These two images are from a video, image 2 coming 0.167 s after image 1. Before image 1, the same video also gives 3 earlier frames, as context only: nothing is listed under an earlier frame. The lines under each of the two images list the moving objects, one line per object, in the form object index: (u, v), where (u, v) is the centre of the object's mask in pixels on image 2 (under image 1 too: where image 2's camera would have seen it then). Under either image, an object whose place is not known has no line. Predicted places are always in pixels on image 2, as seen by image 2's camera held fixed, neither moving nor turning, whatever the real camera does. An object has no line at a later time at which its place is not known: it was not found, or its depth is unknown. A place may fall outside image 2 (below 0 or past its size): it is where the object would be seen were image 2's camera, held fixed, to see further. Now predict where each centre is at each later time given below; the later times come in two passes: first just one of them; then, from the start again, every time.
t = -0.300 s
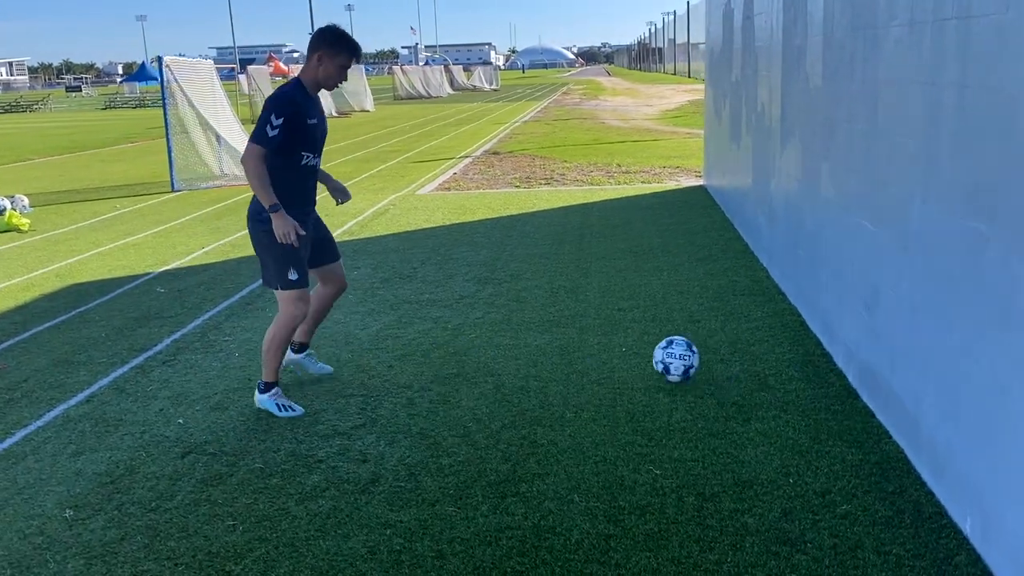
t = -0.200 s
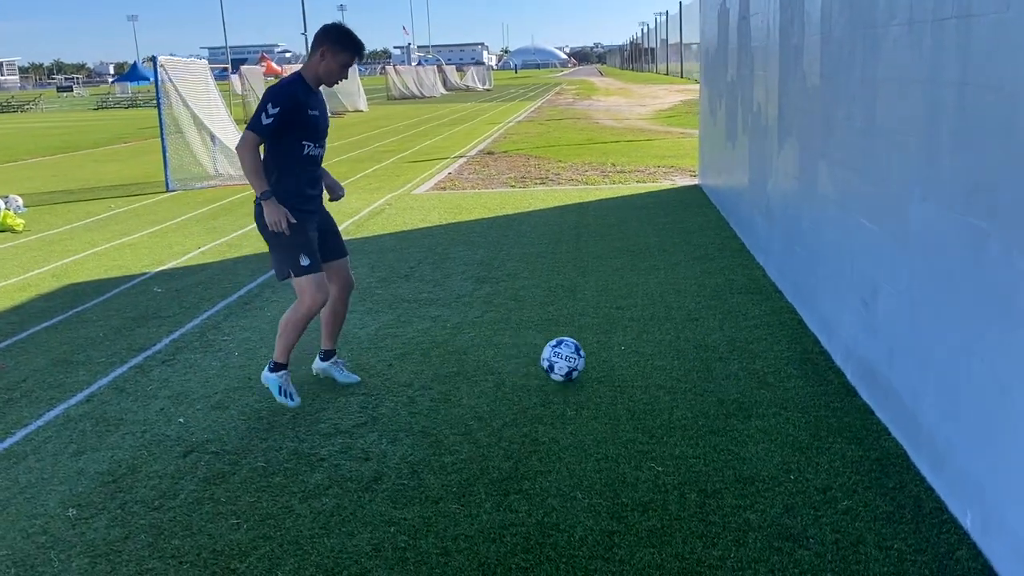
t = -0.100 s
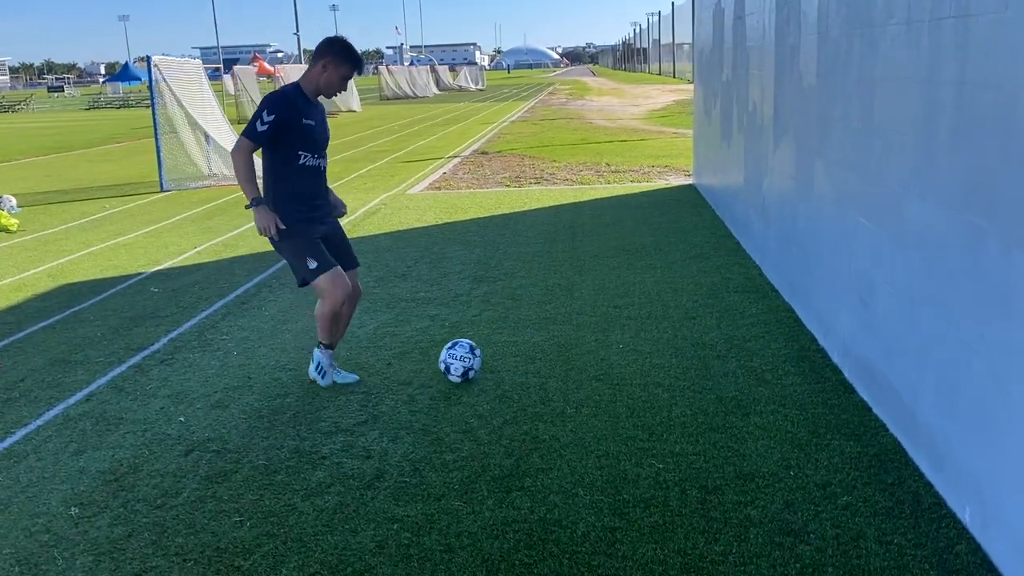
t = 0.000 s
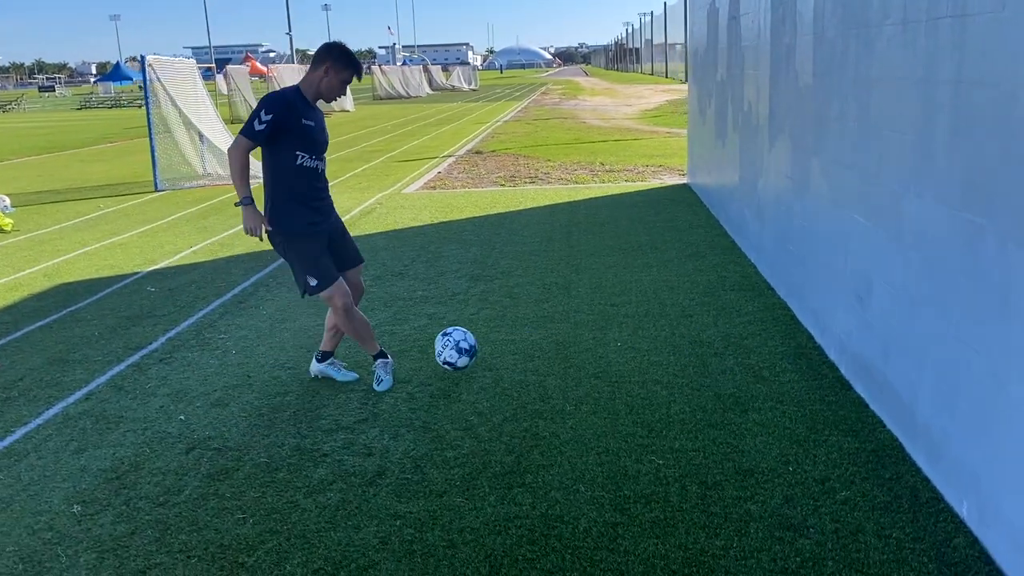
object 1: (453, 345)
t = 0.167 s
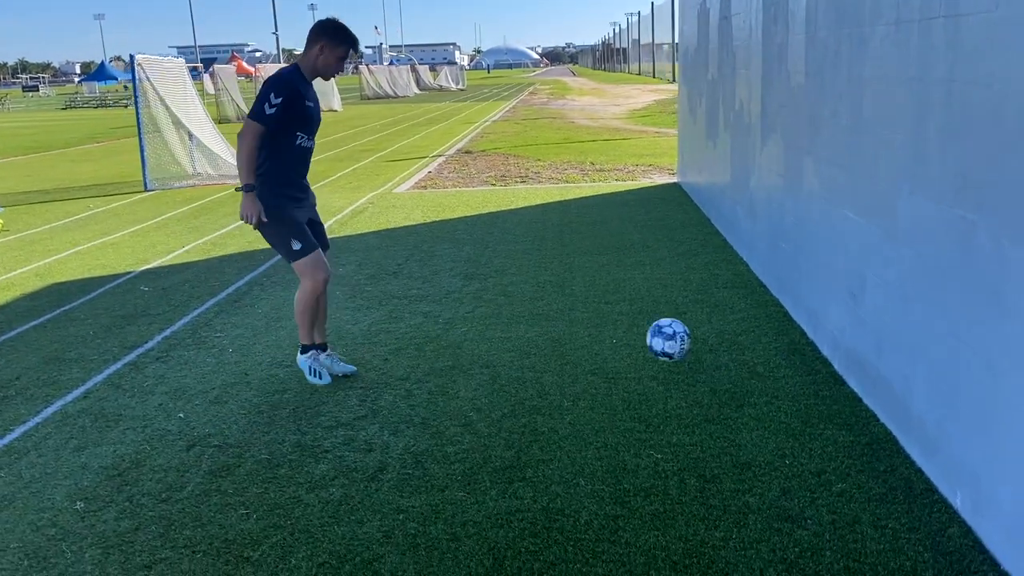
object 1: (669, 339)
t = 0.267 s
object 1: (793, 340)
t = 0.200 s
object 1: (712, 345)
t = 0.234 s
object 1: (754, 345)
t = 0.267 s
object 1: (793, 340)
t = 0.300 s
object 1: (798, 340)
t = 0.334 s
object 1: (764, 344)
